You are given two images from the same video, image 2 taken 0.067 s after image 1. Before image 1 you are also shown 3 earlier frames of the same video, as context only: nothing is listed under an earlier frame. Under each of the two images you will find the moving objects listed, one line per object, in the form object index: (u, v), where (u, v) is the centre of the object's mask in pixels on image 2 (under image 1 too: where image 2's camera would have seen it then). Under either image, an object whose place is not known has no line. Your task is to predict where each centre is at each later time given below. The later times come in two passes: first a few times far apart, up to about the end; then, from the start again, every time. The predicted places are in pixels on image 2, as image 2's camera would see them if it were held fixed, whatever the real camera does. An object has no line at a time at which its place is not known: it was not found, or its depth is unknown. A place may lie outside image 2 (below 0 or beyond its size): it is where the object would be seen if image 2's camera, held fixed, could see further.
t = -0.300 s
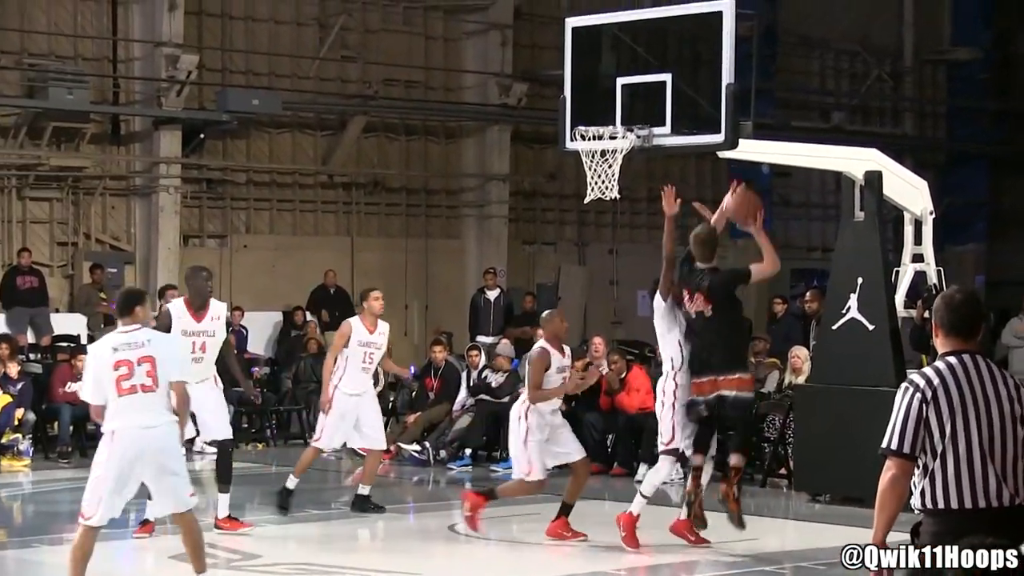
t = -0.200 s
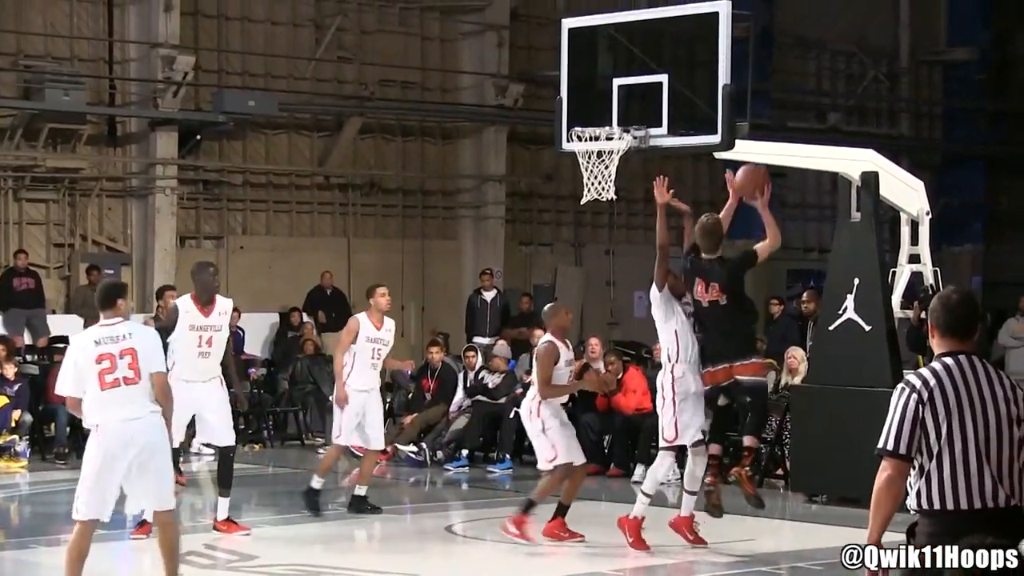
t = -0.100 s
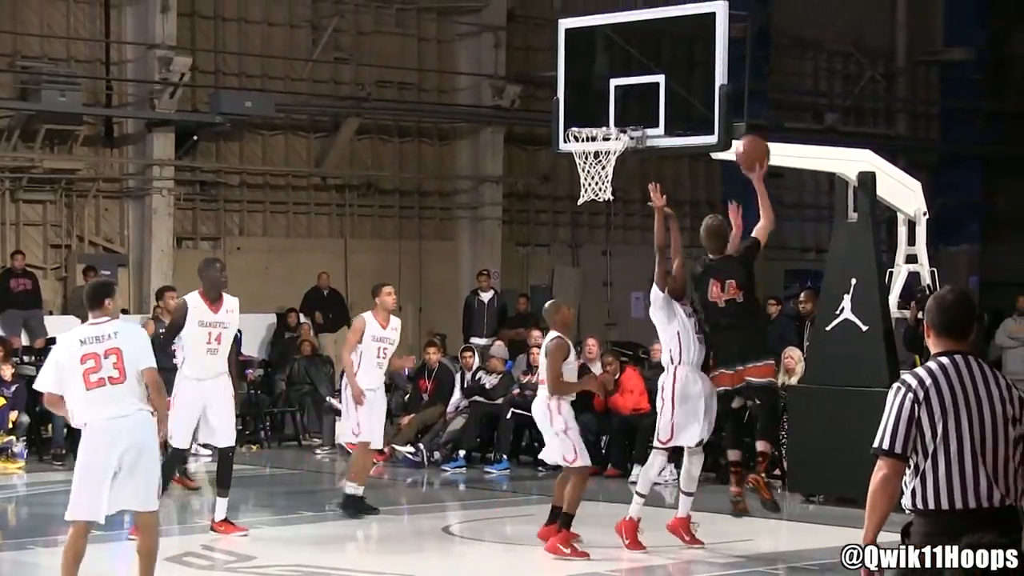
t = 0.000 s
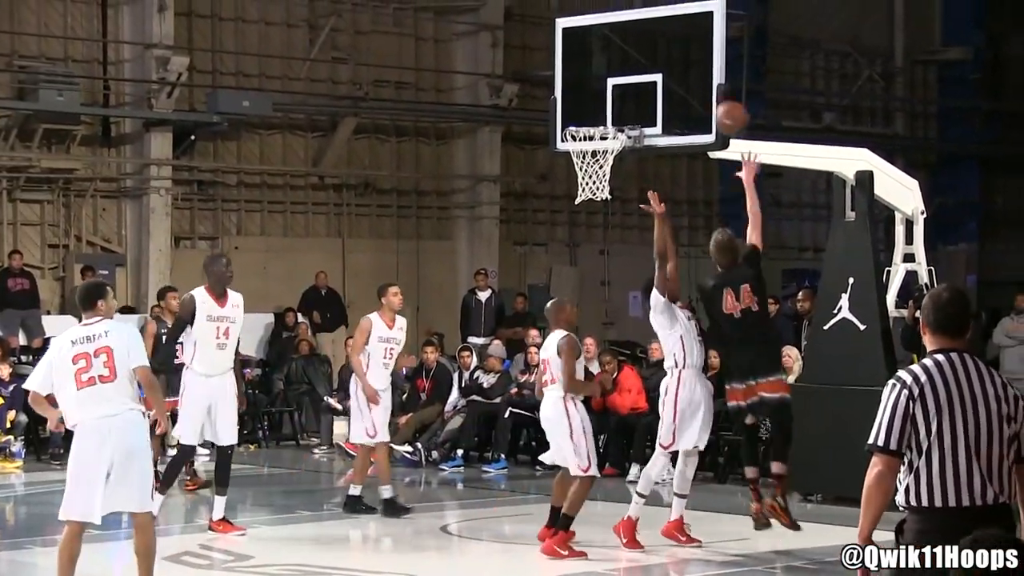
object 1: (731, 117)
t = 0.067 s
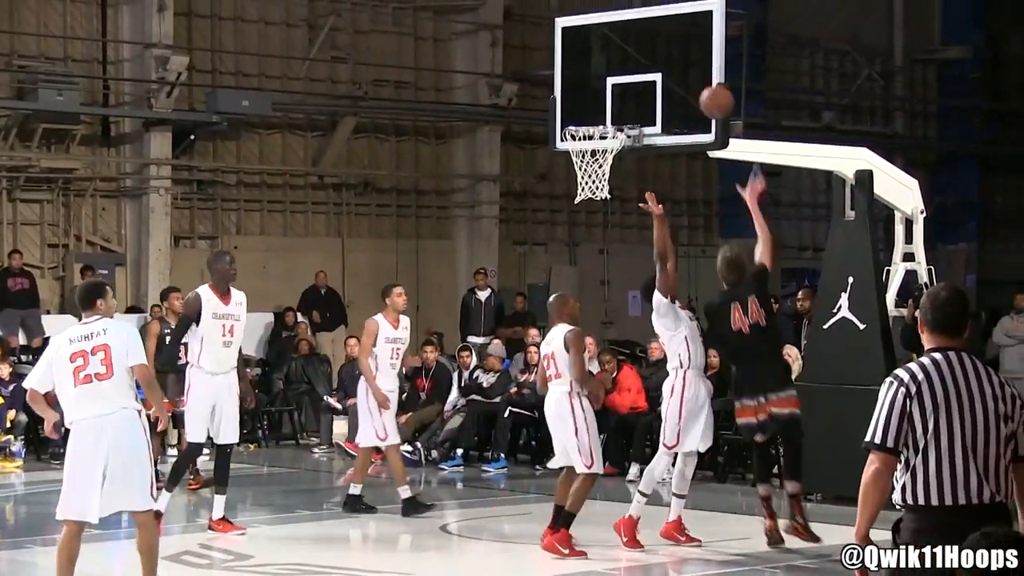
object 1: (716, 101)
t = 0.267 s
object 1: (677, 94)
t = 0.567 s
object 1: (639, 112)
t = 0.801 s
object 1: (658, 163)
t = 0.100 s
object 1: (710, 97)
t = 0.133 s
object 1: (702, 93)
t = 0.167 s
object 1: (695, 91)
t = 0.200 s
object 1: (689, 91)
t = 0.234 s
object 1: (683, 92)
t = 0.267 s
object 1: (677, 94)
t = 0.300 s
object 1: (667, 97)
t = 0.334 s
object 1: (656, 100)
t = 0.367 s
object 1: (645, 106)
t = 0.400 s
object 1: (636, 112)
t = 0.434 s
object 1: (630, 114)
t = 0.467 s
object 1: (634, 112)
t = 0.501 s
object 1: (635, 111)
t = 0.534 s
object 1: (637, 111)
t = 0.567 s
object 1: (639, 112)
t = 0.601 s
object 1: (642, 114)
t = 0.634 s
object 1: (645, 118)
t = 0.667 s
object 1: (648, 124)
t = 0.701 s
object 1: (650, 131)
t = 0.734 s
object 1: (653, 141)
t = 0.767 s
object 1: (655, 151)
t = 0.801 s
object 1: (658, 163)
